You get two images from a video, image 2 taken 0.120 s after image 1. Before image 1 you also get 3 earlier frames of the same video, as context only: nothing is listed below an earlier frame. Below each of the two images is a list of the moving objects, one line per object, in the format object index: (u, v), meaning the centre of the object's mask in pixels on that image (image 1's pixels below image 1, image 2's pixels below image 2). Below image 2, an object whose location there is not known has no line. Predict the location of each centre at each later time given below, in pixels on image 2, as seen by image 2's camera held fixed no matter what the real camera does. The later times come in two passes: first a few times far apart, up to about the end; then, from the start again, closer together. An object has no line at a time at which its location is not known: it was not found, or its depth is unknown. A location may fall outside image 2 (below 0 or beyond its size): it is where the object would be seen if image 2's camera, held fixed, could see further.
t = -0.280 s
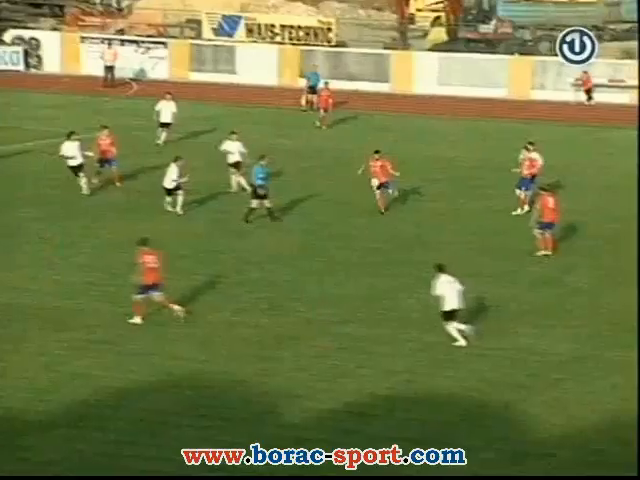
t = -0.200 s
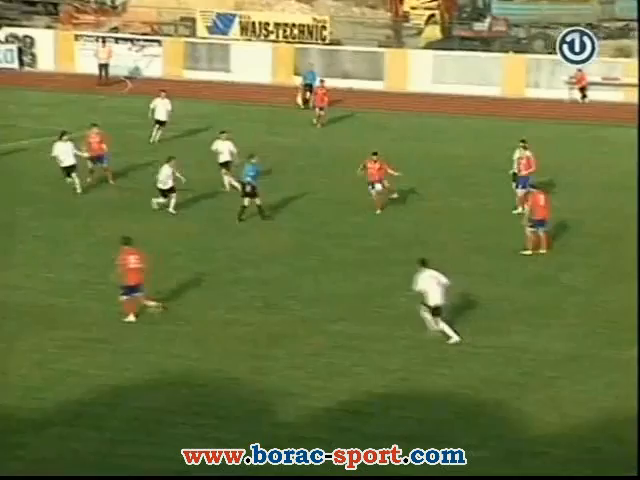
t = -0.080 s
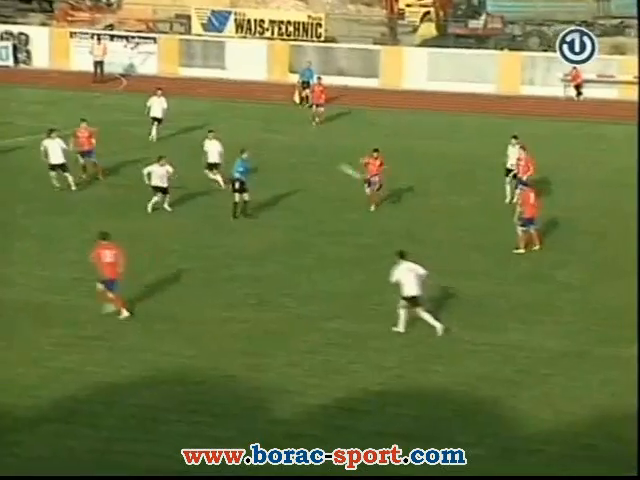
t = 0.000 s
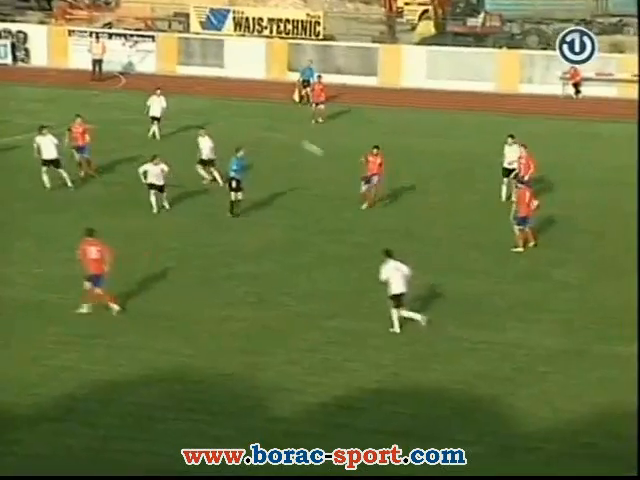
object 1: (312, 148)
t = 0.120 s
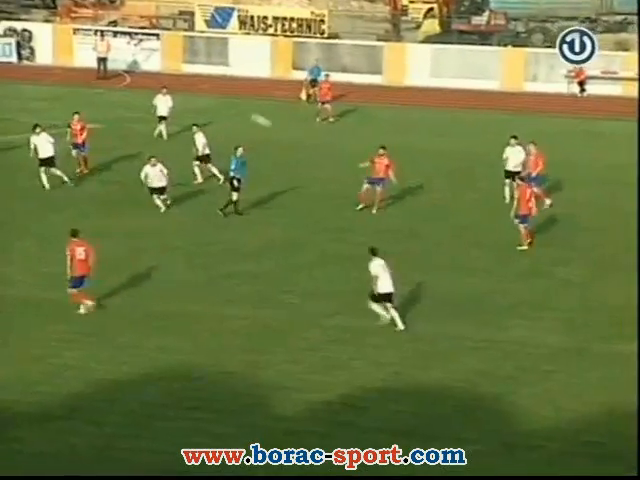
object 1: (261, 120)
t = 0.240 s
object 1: (201, 99)
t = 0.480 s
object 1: (78, 75)
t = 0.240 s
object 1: (201, 99)
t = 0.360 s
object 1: (141, 84)
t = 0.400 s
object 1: (121, 81)
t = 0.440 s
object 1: (99, 77)
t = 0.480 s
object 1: (78, 75)
